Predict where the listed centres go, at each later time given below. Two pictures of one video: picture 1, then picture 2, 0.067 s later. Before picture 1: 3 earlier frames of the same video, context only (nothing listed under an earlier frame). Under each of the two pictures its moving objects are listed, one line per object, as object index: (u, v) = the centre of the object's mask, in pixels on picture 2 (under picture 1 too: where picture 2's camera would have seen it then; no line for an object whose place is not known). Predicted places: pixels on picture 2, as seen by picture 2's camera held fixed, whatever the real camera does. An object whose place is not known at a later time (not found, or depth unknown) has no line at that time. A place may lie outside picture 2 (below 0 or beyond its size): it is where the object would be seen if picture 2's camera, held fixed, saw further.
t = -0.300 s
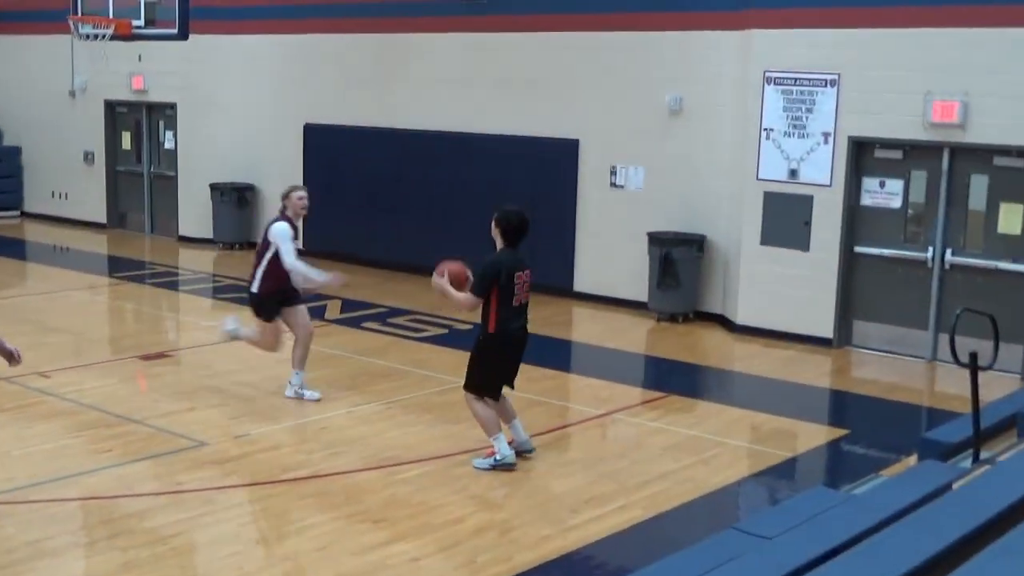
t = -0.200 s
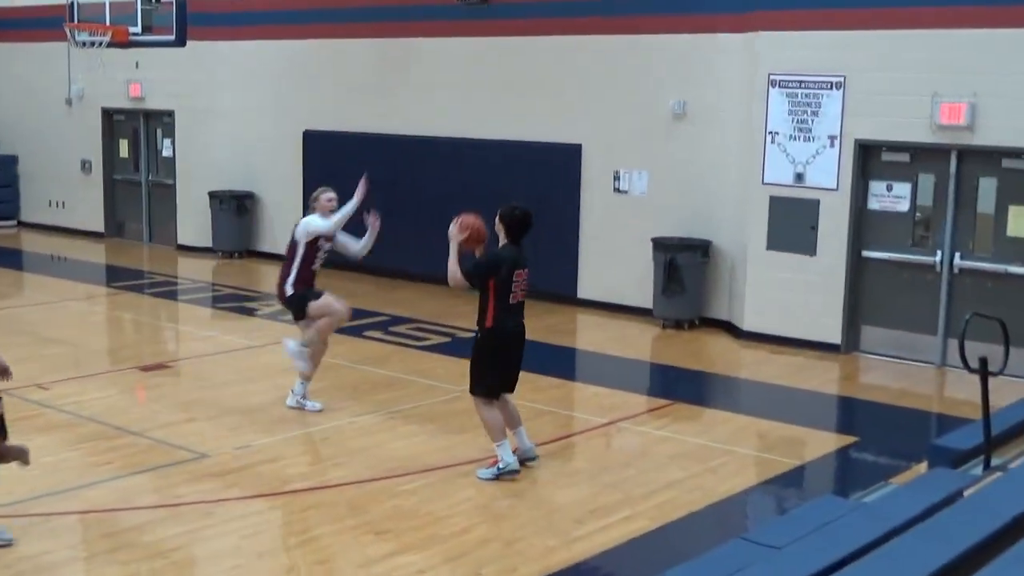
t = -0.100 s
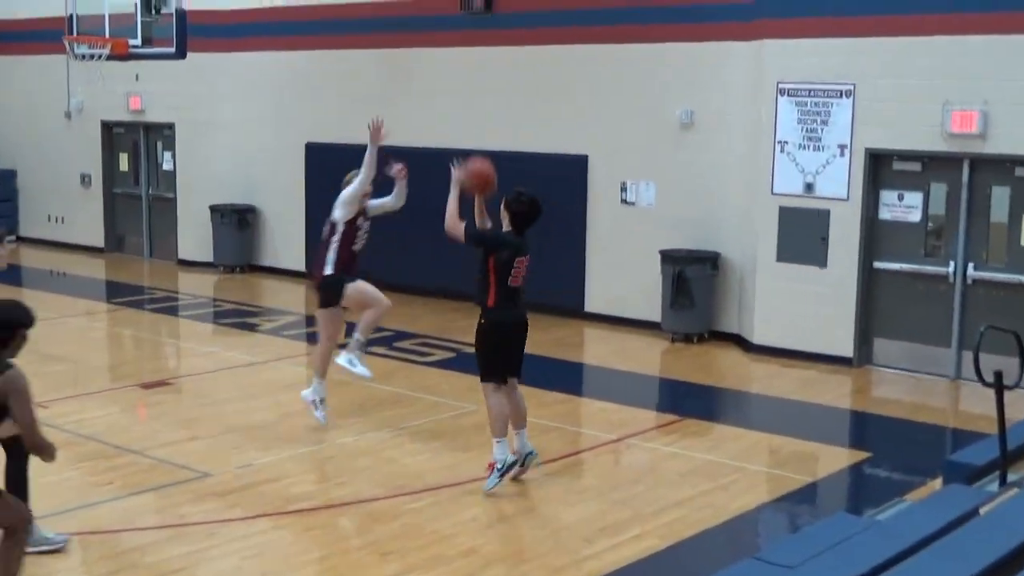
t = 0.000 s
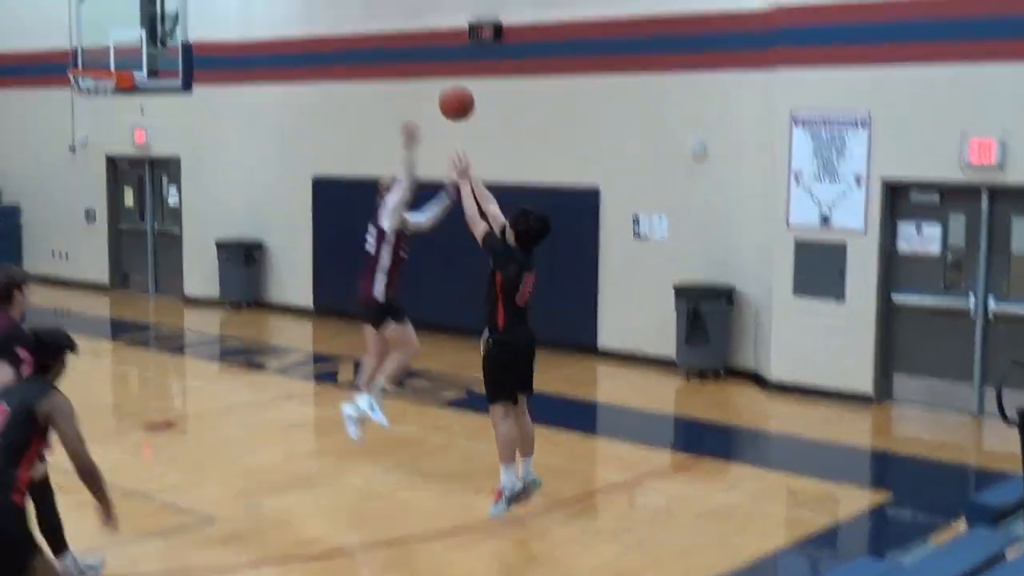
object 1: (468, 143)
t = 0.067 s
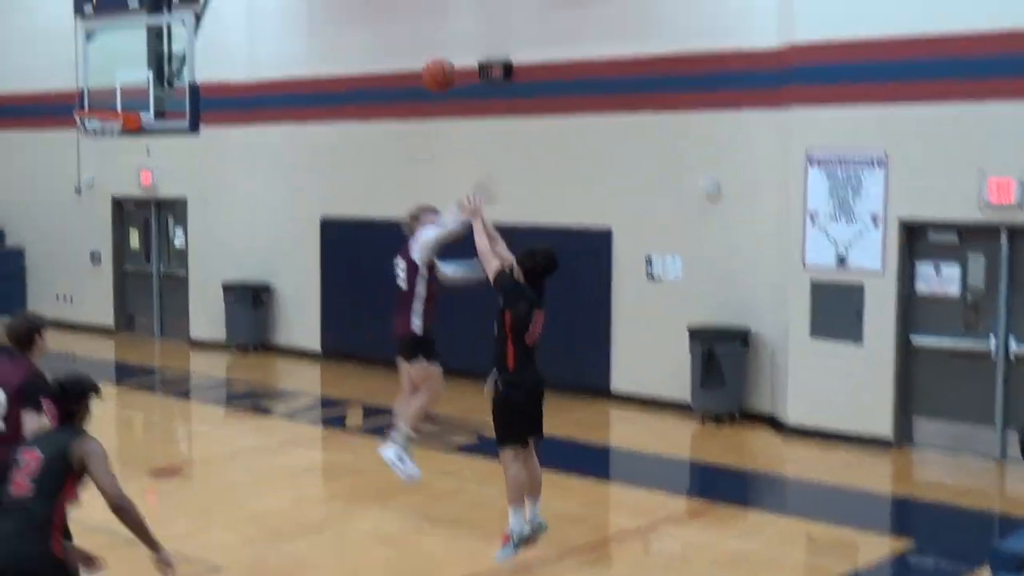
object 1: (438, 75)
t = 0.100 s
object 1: (427, 45)
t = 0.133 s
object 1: (414, 18)
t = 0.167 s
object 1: (402, -8)
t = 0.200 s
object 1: (389, -31)
